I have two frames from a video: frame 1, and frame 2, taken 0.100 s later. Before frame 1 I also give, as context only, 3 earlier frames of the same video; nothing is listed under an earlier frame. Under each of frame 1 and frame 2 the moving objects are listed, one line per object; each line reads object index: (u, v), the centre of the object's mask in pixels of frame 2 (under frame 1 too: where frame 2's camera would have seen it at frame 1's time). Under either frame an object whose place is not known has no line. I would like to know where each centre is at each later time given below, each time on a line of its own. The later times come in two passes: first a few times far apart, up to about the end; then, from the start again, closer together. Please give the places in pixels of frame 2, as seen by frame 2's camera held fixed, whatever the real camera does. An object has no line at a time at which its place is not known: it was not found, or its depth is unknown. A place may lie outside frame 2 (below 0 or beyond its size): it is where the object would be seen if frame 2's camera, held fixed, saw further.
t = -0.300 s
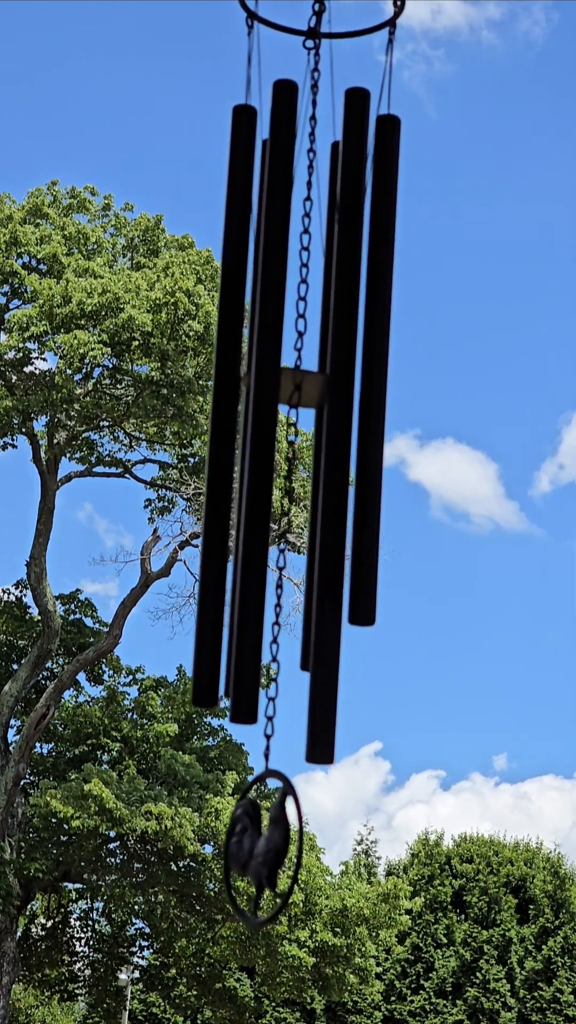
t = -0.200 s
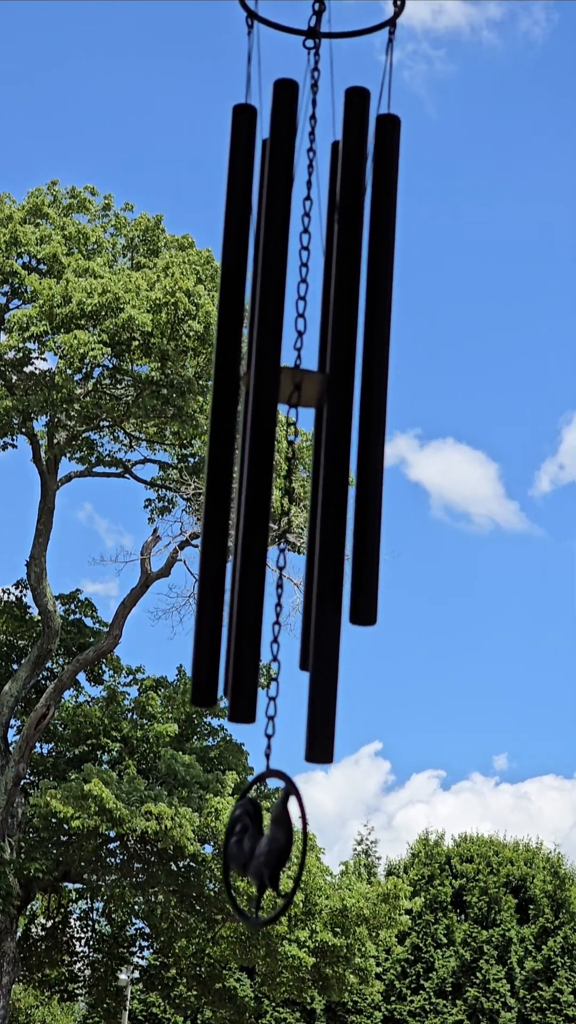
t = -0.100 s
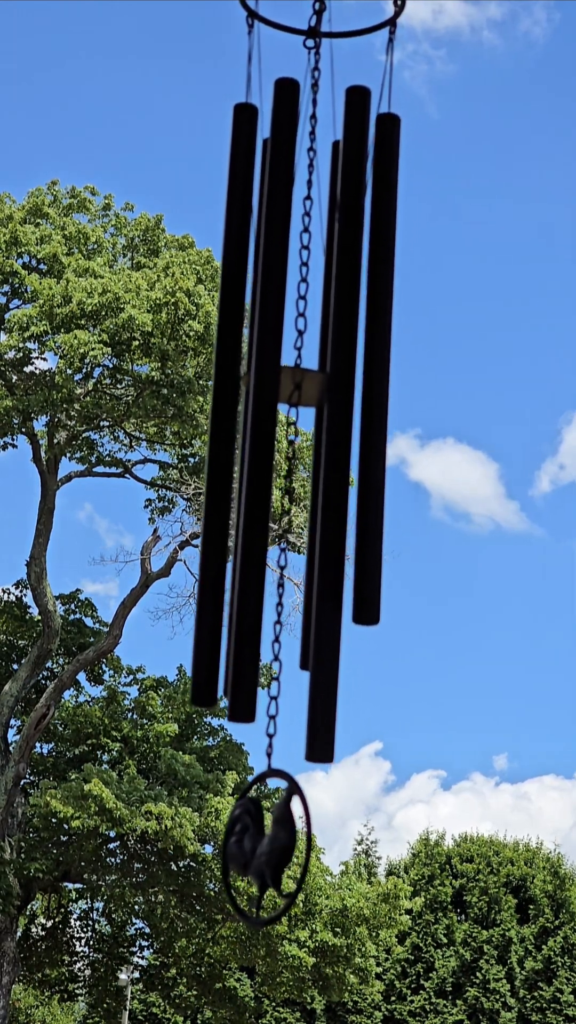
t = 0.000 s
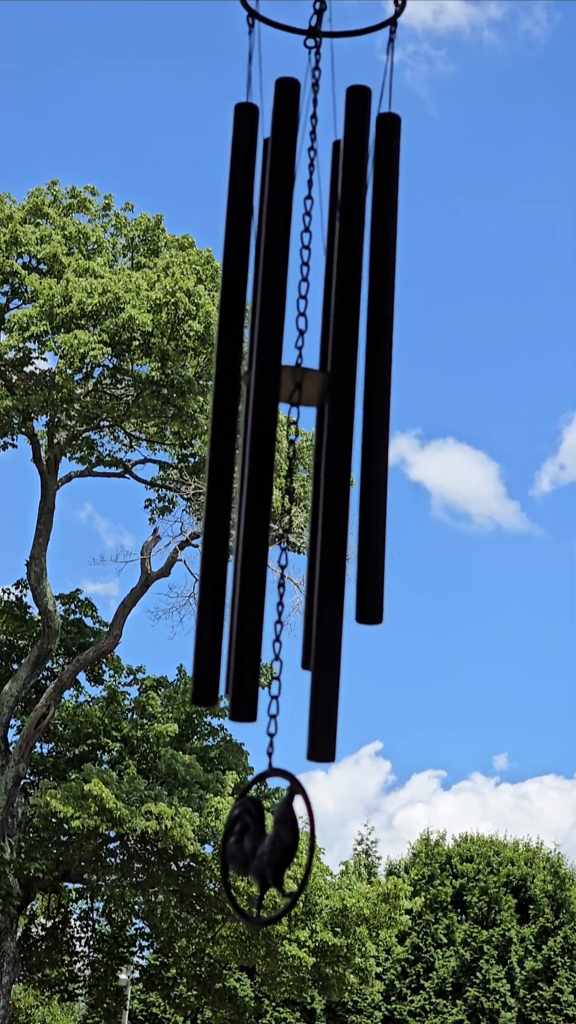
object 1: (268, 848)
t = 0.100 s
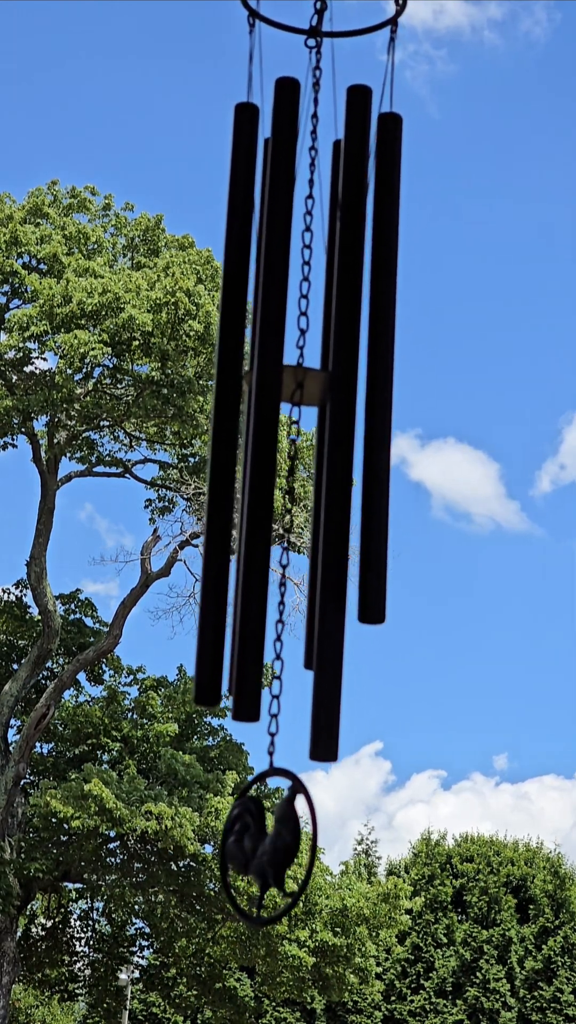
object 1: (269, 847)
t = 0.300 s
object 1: (269, 847)
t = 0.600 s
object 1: (274, 847)
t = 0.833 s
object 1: (279, 850)
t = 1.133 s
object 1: (278, 852)
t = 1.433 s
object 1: (263, 850)
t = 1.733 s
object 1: (267, 846)
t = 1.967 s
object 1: (284, 849)
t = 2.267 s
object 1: (289, 850)
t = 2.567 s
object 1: (279, 851)
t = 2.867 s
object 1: (270, 851)
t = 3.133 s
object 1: (269, 851)
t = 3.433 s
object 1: (267, 849)
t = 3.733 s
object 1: (260, 844)
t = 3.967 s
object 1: (272, 848)
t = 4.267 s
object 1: (283, 852)
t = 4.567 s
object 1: (270, 850)
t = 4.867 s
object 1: (265, 849)
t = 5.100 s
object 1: (266, 850)
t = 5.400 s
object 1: (272, 848)
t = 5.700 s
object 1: (275, 848)
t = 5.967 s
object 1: (281, 851)
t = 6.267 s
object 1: (273, 851)
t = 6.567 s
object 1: (262, 848)
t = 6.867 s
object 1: (266, 848)
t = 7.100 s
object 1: (271, 847)
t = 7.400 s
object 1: (268, 847)
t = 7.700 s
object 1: (274, 849)
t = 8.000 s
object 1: (282, 852)
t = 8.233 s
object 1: (277, 849)
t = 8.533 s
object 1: (270, 847)
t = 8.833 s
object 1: (275, 847)
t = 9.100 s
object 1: (280, 849)
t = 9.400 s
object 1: (280, 849)
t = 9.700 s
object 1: (278, 849)
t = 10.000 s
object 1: (275, 848)
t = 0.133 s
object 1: (269, 847)
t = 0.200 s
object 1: (269, 847)
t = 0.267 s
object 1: (269, 847)
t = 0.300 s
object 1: (269, 847)
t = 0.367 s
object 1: (270, 847)
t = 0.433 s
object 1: (270, 847)
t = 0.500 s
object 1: (272, 847)
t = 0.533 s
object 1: (273, 847)
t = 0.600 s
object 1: (274, 847)
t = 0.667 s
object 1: (276, 848)
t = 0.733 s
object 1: (277, 849)
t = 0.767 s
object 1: (278, 850)
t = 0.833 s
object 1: (279, 850)
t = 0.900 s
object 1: (281, 851)
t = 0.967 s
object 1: (281, 852)
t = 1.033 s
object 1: (281, 852)
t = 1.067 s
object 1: (280, 852)
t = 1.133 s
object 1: (278, 852)
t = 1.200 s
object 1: (275, 852)
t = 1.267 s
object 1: (272, 851)
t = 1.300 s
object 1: (270, 851)
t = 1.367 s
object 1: (267, 850)
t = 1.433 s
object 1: (263, 850)
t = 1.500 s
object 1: (261, 848)
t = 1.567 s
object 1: (261, 847)
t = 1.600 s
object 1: (261, 847)
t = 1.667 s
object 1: (263, 848)
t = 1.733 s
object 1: (267, 846)
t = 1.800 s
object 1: (272, 847)
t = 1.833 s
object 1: (274, 848)
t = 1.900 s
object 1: (279, 848)
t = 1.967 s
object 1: (284, 849)
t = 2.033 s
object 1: (287, 850)
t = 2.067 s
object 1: (289, 849)
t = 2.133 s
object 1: (290, 850)
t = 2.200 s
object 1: (290, 850)
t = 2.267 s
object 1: (289, 850)
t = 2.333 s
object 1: (286, 850)
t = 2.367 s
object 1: (285, 850)
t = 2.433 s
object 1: (283, 850)
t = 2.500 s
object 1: (281, 850)
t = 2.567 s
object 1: (279, 851)
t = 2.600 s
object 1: (277, 851)
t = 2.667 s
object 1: (276, 851)
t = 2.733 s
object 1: (274, 851)
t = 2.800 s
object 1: (272, 851)
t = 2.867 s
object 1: (270, 851)
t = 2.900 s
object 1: (270, 851)
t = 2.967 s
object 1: (268, 851)
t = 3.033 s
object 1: (268, 851)
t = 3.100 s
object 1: (269, 851)
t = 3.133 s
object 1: (269, 851)
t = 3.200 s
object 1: (271, 851)
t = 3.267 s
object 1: (271, 850)
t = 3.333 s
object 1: (270, 850)
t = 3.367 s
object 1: (269, 849)
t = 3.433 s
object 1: (267, 849)
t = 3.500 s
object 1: (264, 846)
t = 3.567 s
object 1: (262, 845)
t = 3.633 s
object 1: (261, 845)
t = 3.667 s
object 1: (260, 844)
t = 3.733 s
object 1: (260, 844)
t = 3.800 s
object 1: (262, 845)
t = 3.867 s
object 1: (265, 846)
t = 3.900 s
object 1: (267, 847)
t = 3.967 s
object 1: (272, 848)
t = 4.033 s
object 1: (276, 849)
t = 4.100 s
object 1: (280, 850)
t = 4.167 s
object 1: (283, 852)
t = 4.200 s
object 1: (283, 852)
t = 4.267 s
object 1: (283, 852)
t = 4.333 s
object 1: (282, 852)
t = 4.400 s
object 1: (280, 852)
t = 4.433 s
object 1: (278, 852)
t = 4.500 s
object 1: (274, 851)
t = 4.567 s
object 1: (270, 850)
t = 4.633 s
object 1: (267, 850)
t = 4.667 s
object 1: (266, 850)
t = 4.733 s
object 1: (265, 849)
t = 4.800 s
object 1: (265, 849)
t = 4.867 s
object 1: (265, 849)
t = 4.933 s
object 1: (266, 850)
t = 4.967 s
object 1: (266, 850)
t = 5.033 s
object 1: (266, 850)
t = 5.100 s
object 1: (266, 850)
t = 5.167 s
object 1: (267, 849)
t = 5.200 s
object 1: (268, 849)
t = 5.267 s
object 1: (270, 849)
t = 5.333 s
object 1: (271, 848)
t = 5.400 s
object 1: (272, 848)
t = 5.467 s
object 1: (272, 848)
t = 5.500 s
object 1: (272, 848)
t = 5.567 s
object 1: (273, 848)
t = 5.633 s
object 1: (274, 848)
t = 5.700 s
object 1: (275, 848)
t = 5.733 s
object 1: (276, 848)
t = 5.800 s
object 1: (278, 849)
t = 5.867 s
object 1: (279, 850)
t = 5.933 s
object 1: (281, 850)
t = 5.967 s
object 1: (281, 851)
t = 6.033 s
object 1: (281, 851)
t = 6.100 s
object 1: (280, 851)
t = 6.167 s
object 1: (278, 851)
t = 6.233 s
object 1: (274, 851)
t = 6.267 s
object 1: (273, 851)
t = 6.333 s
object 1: (270, 850)
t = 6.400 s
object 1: (267, 850)
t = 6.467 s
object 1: (264, 849)
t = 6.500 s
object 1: (263, 849)
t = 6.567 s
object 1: (262, 848)
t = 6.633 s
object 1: (262, 848)
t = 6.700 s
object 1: (262, 848)
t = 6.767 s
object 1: (264, 848)
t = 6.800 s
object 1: (264, 848)
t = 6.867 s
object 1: (266, 848)
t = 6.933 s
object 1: (268, 848)
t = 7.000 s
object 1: (269, 848)
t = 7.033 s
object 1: (270, 847)
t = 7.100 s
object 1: (271, 847)
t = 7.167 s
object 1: (272, 847)
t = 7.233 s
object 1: (272, 847)
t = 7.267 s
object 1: (271, 847)
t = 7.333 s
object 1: (270, 847)
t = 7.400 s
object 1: (268, 847)
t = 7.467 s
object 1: (268, 848)
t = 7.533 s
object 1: (268, 848)
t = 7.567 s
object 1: (269, 848)
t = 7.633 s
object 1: (271, 850)
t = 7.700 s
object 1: (274, 849)
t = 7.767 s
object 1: (277, 850)
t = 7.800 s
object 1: (278, 850)
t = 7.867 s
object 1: (280, 851)
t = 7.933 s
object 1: (282, 852)
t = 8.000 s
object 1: (282, 852)
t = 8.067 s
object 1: (282, 852)
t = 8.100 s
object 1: (281, 852)
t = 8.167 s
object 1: (279, 851)
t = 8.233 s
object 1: (277, 849)
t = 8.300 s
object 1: (274, 850)
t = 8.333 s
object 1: (273, 853)
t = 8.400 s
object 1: (271, 849)
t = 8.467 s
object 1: (270, 848)
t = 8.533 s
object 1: (270, 847)
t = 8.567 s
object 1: (270, 847)
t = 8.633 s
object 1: (270, 847)
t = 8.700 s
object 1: (271, 847)
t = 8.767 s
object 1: (273, 847)
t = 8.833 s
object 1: (275, 847)
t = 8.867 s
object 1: (276, 848)
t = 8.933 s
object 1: (277, 848)
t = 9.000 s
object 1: (278, 853)
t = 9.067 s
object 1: (279, 848)
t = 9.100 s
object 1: (280, 849)
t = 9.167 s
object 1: (280, 849)
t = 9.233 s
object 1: (280, 849)
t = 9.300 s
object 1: (280, 849)
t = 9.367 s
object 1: (280, 849)
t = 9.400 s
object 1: (280, 849)
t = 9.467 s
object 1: (280, 849)
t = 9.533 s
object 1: (279, 849)
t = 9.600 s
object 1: (279, 849)
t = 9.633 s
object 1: (279, 849)
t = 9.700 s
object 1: (278, 849)
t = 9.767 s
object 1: (277, 849)
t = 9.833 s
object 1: (276, 849)
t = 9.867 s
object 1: (276, 849)
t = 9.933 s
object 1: (275, 848)
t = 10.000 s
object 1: (275, 848)
